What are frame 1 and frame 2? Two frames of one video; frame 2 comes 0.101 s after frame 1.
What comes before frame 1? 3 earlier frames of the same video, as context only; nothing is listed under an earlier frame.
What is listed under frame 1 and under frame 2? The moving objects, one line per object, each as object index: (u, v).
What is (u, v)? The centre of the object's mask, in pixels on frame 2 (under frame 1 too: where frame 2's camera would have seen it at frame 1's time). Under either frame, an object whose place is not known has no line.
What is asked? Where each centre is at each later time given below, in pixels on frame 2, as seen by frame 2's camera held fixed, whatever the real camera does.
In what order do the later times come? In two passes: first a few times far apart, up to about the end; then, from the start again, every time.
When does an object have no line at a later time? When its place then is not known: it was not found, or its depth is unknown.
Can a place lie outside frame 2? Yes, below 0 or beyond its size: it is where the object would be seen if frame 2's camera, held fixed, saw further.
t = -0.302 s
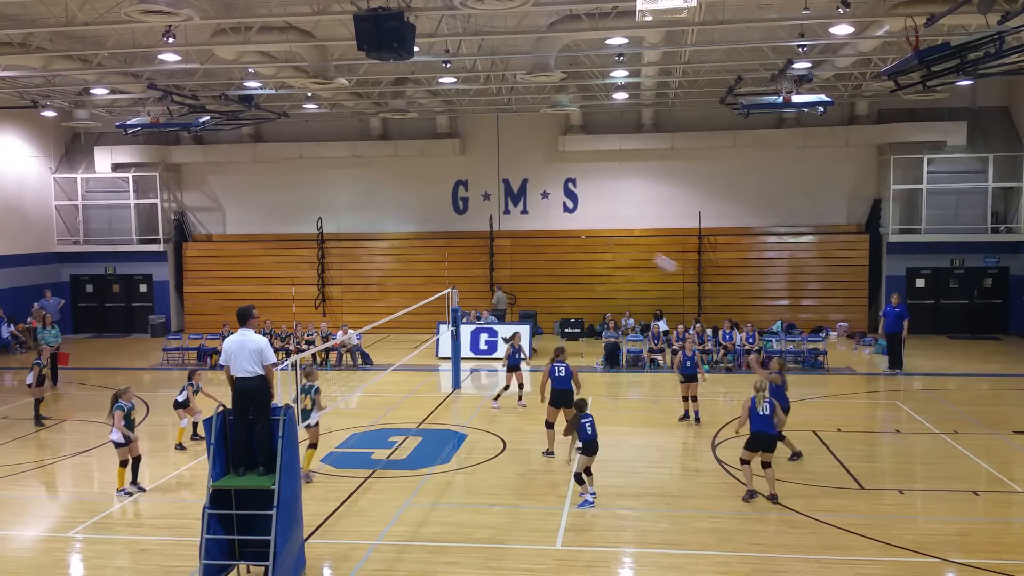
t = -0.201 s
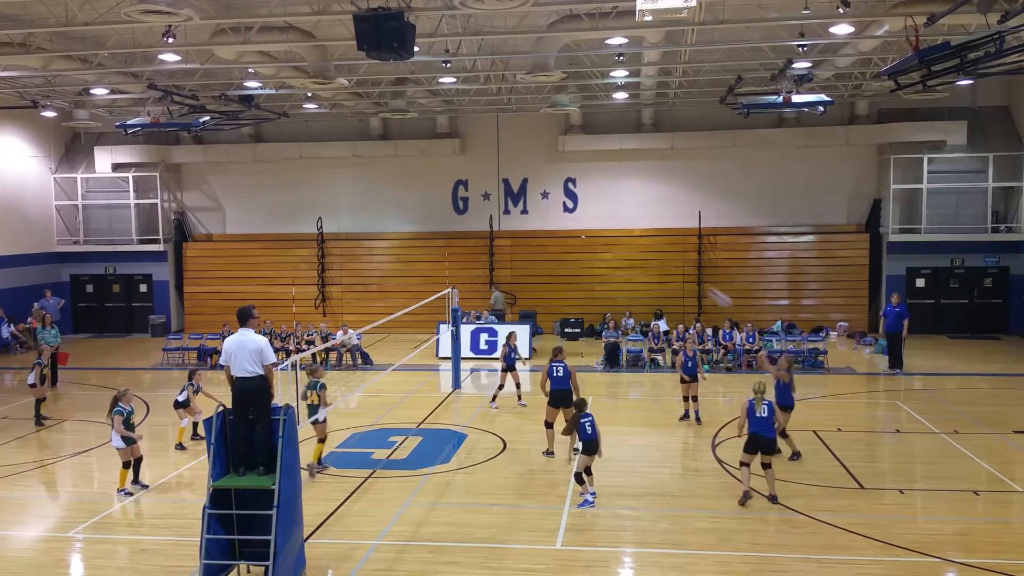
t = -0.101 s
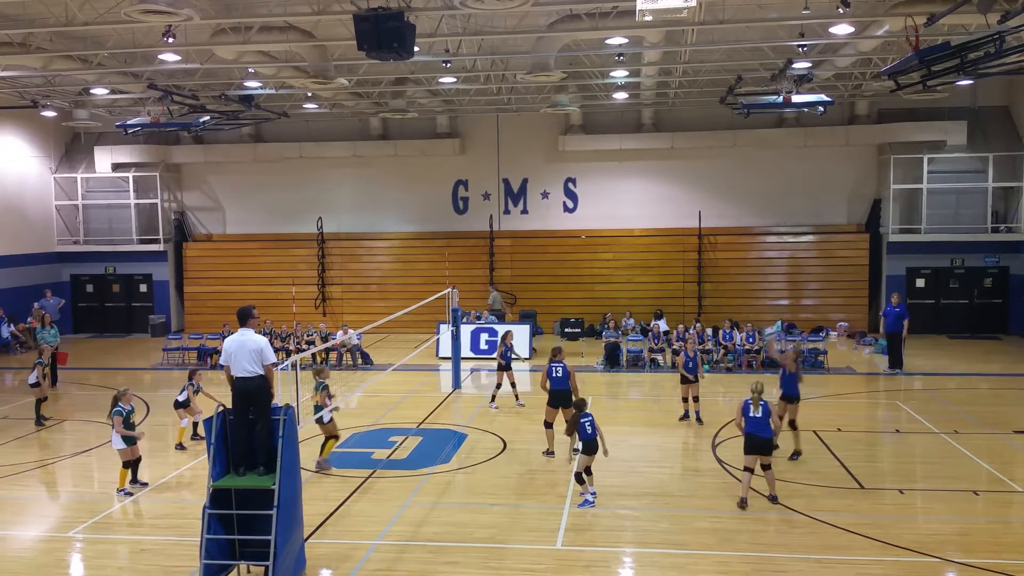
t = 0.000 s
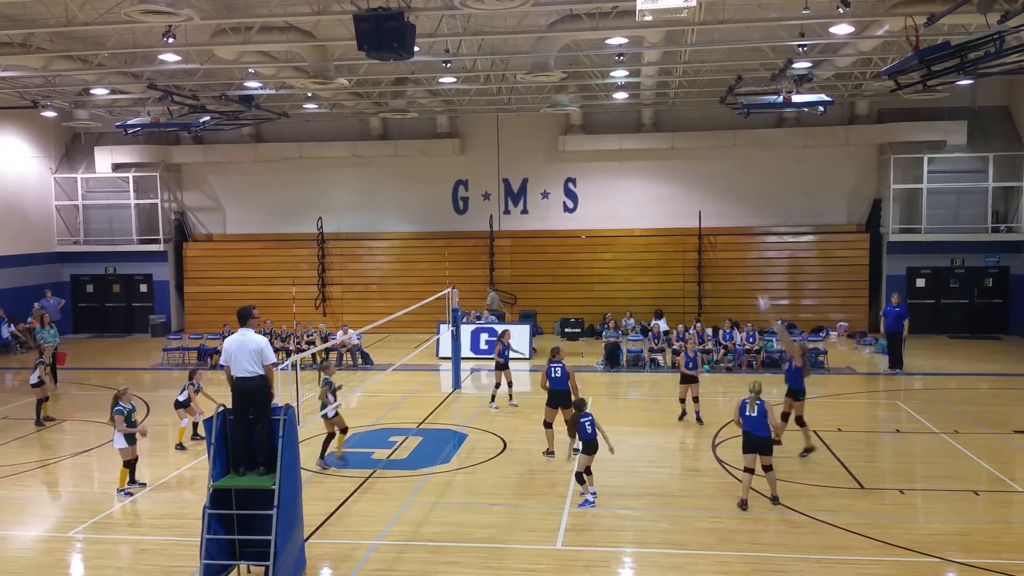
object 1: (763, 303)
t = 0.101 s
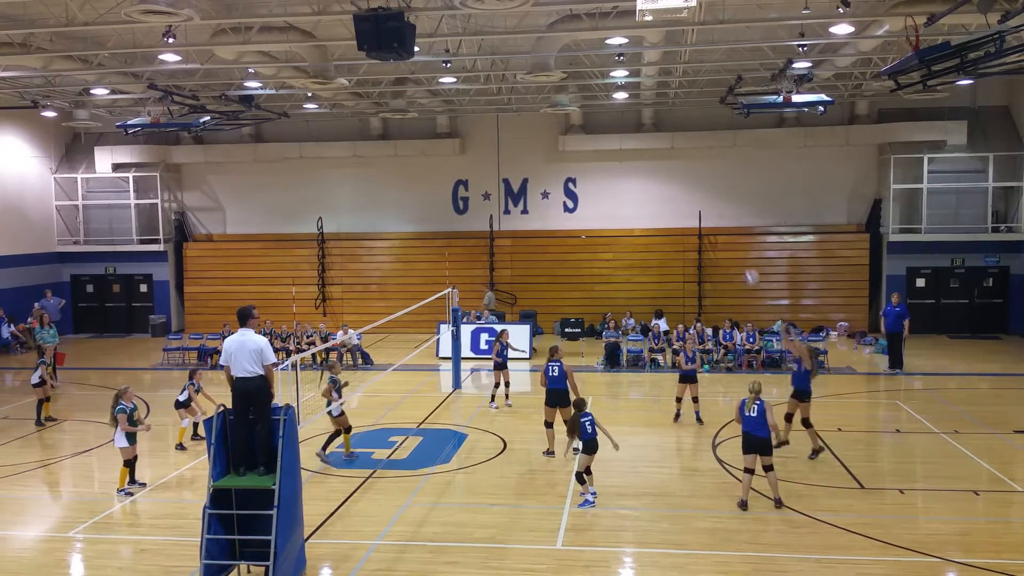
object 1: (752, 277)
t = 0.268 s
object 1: (731, 246)
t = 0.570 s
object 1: (695, 237)
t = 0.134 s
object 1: (748, 269)
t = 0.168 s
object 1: (744, 262)
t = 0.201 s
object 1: (740, 256)
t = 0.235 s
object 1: (736, 251)
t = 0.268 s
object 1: (731, 246)
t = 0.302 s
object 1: (727, 242)
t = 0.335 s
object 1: (723, 240)
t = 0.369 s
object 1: (718, 238)
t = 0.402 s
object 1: (715, 235)
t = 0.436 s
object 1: (711, 235)
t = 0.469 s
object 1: (707, 235)
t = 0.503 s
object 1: (703, 235)
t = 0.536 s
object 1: (699, 236)
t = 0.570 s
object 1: (695, 237)
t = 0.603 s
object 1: (690, 240)
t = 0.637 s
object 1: (686, 243)
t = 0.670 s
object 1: (682, 247)
